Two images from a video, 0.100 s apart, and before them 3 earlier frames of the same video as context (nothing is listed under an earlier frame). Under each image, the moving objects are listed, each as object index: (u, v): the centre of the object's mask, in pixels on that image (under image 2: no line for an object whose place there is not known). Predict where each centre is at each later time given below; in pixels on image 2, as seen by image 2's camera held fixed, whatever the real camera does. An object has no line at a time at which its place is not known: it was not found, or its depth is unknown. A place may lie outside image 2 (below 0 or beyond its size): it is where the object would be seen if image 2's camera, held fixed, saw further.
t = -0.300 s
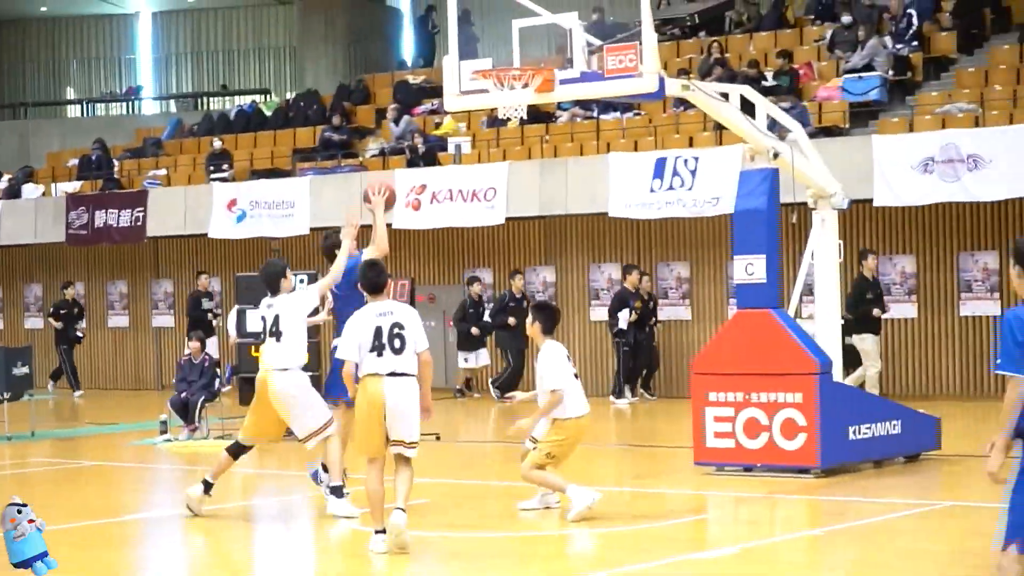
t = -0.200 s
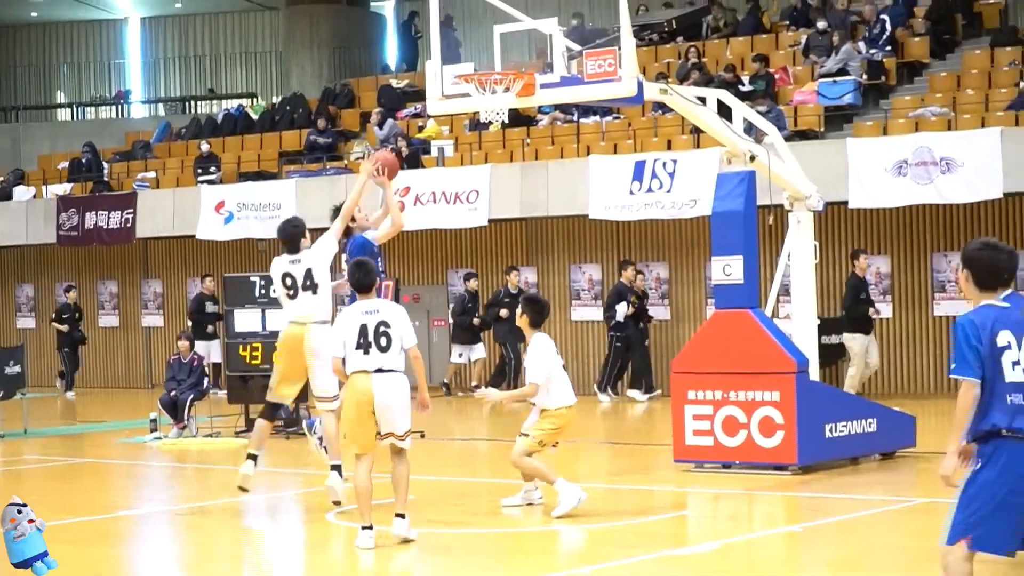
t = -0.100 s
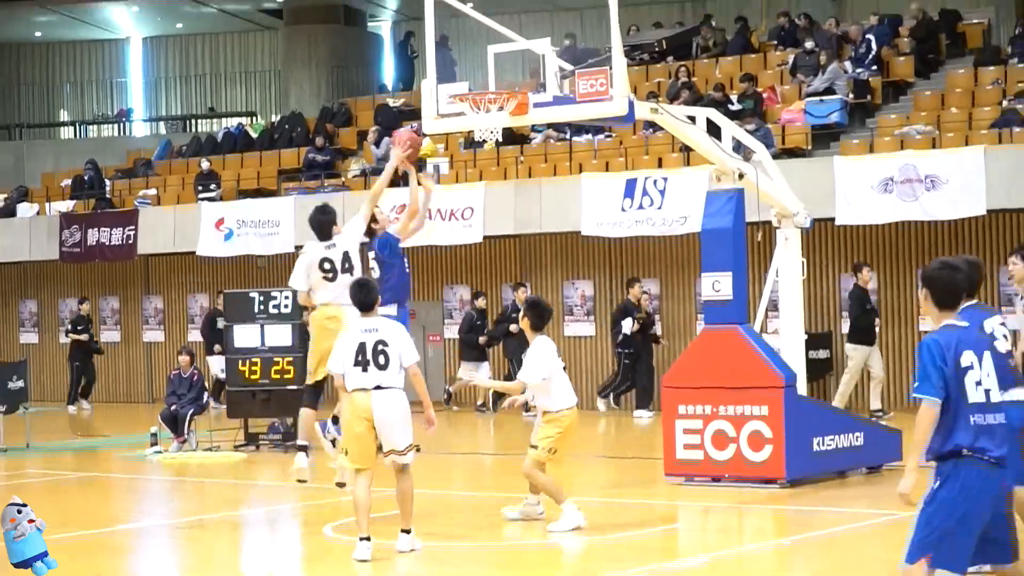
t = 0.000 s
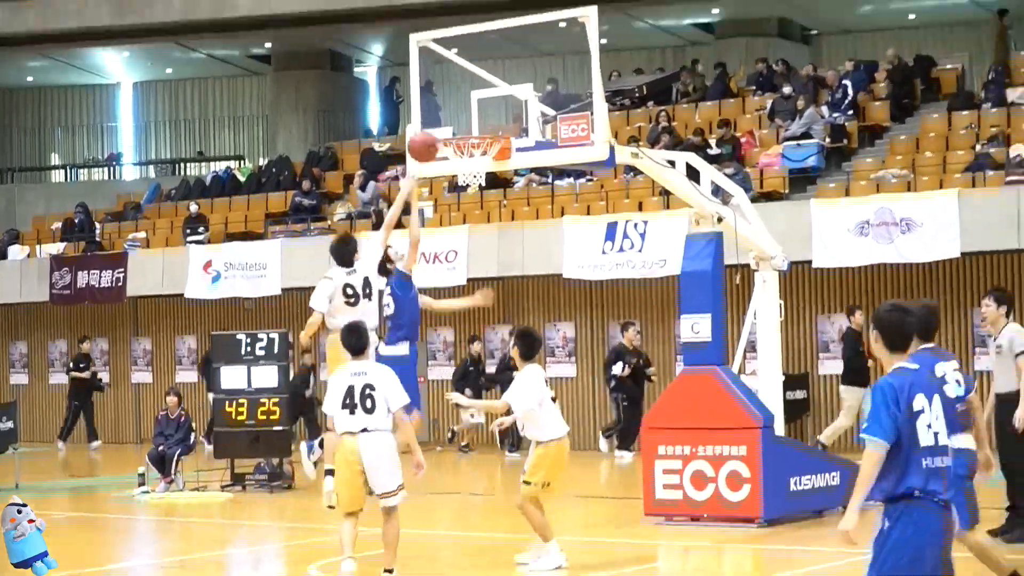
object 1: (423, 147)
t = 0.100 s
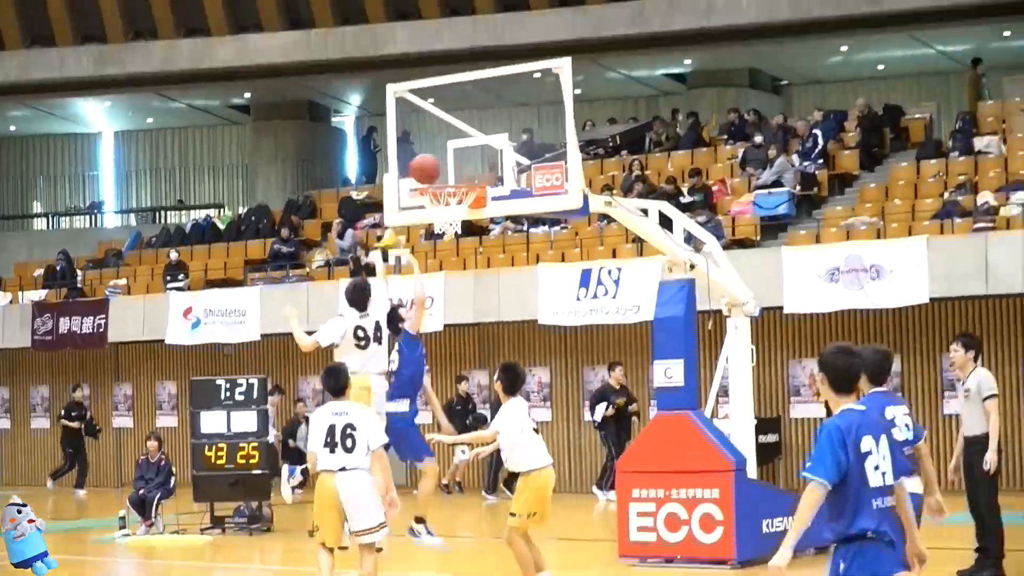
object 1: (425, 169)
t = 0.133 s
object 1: (424, 168)
